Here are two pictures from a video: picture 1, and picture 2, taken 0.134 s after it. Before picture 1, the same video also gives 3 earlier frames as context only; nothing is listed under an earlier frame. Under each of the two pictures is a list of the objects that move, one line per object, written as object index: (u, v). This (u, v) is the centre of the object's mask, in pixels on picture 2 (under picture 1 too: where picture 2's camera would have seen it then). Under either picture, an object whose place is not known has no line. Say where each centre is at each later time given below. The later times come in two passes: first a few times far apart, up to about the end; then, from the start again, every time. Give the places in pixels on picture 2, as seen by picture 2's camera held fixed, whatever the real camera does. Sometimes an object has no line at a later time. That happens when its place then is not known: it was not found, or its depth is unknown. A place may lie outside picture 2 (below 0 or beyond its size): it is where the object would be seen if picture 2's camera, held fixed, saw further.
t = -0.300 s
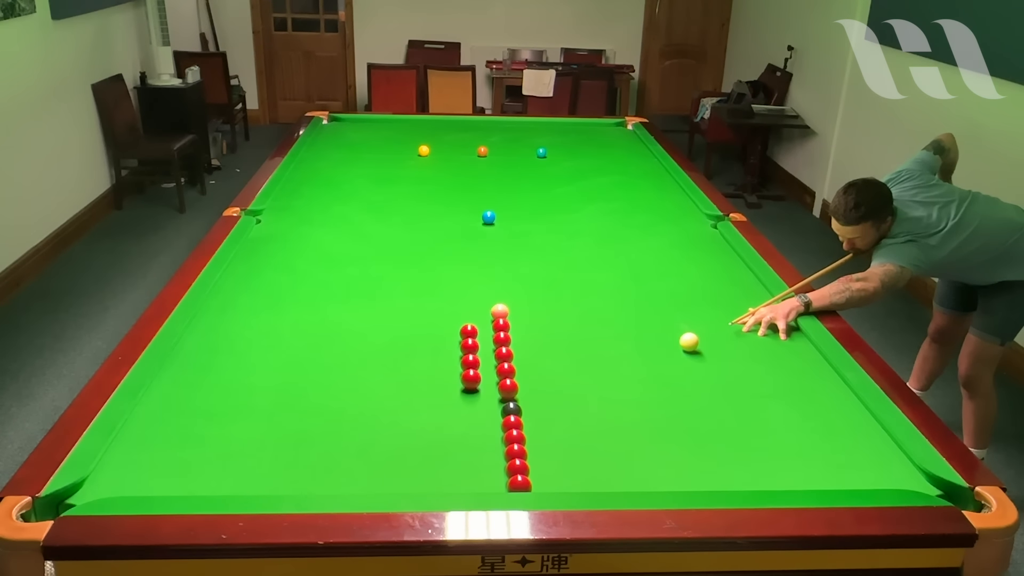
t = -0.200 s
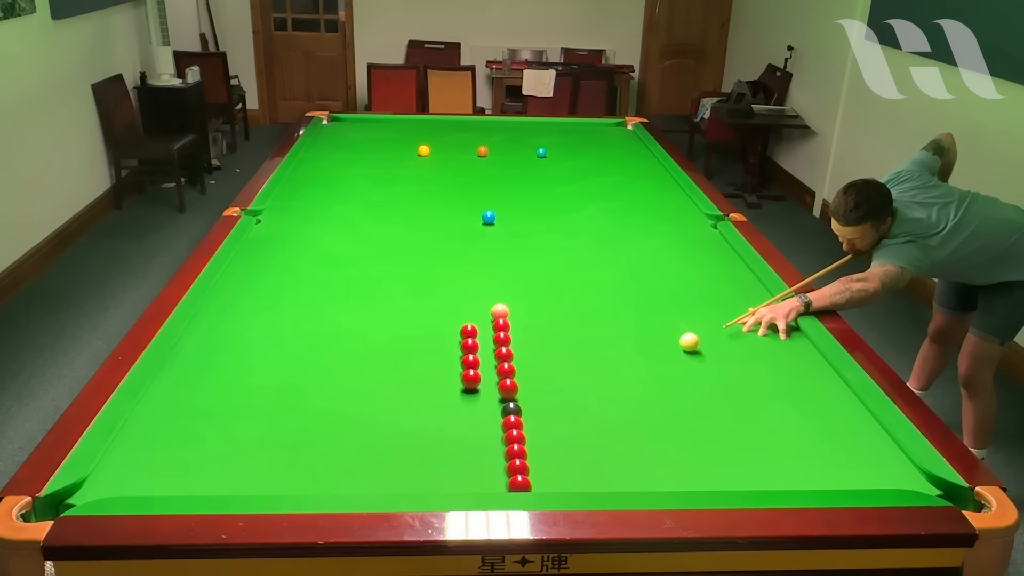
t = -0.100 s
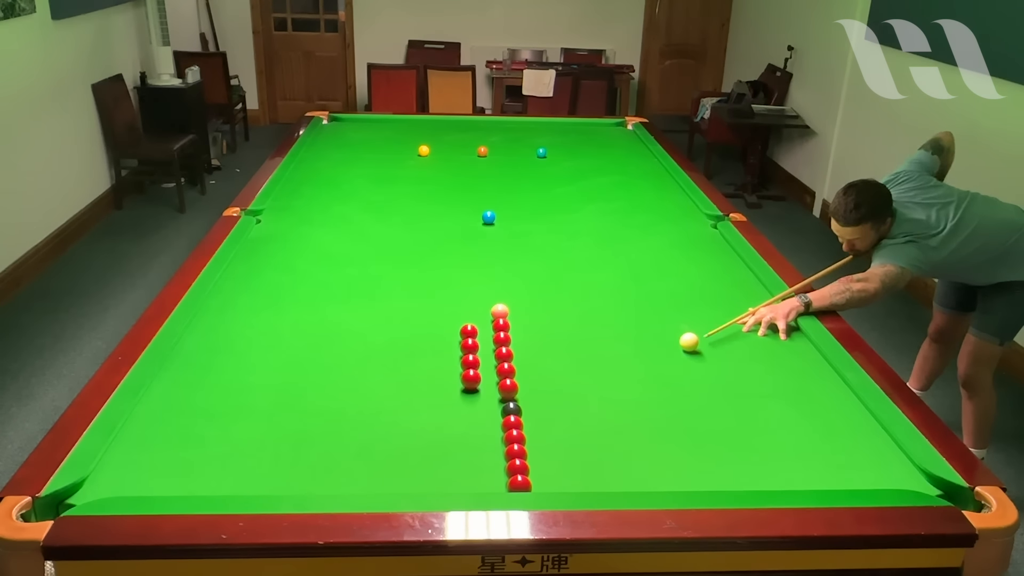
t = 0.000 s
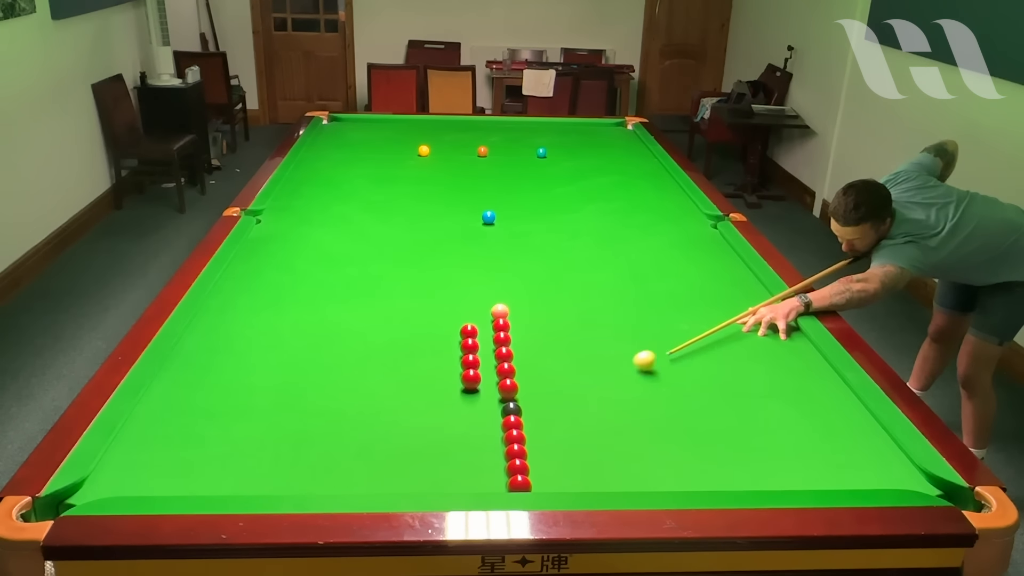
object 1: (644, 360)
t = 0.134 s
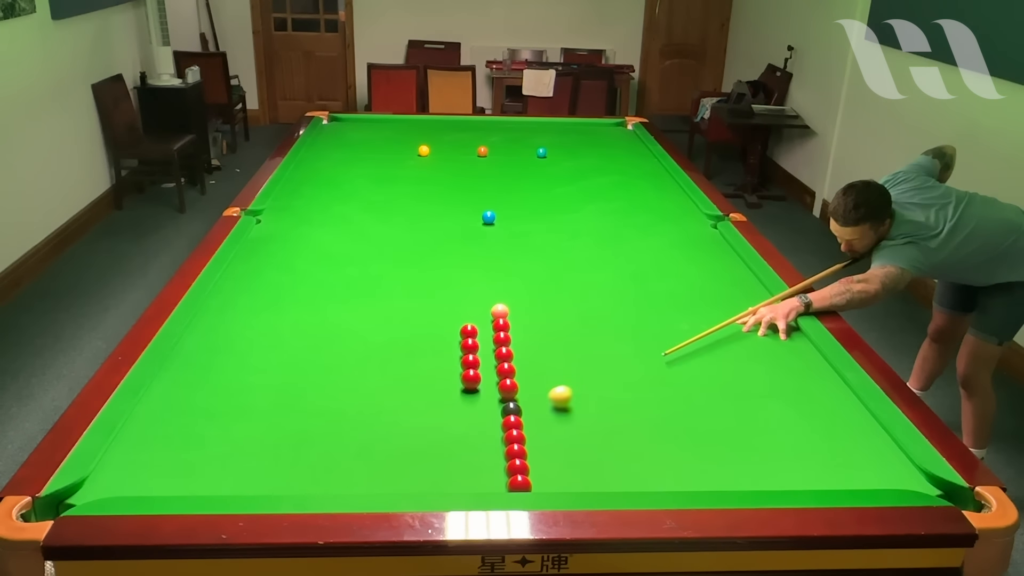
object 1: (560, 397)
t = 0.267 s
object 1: (538, 420)
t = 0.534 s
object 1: (552, 450)
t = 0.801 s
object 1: (568, 480)
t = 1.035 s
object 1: (580, 475)
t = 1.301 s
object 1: (591, 458)
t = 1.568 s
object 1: (601, 443)
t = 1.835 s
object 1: (609, 431)
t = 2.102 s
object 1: (616, 420)
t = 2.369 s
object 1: (622, 410)
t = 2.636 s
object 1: (627, 402)
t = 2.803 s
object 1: (630, 398)
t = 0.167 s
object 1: (539, 406)
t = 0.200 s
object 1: (533, 412)
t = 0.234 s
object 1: (536, 416)
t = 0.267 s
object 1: (538, 420)
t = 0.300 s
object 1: (539, 423)
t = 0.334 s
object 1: (541, 427)
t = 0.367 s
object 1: (543, 431)
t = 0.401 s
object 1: (545, 435)
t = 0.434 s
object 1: (547, 438)
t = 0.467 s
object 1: (549, 442)
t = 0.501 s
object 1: (550, 446)
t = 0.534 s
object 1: (552, 450)
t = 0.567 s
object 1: (554, 454)
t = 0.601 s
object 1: (556, 457)
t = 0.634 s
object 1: (558, 461)
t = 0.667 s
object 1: (560, 465)
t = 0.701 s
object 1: (562, 469)
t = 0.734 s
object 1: (564, 473)
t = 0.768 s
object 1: (566, 477)
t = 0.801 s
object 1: (568, 480)
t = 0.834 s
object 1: (570, 482)
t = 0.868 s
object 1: (572, 484)
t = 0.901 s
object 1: (574, 482)
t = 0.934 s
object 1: (576, 481)
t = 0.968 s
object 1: (577, 479)
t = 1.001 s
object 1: (579, 478)
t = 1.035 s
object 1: (580, 475)
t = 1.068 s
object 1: (581, 473)
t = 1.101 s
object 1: (583, 471)
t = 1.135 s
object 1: (585, 468)
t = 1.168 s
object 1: (586, 466)
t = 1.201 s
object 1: (587, 464)
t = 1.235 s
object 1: (589, 462)
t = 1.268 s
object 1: (590, 460)
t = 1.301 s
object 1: (591, 458)
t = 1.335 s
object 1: (593, 456)
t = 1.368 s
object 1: (594, 454)
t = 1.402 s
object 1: (595, 452)
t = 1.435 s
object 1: (596, 451)
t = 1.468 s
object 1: (597, 449)
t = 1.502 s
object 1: (599, 447)
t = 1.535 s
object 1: (600, 445)
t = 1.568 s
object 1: (601, 443)
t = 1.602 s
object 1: (602, 442)
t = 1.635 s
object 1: (603, 440)
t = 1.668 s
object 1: (604, 438)
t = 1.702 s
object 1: (605, 437)
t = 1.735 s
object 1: (606, 435)
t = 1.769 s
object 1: (607, 434)
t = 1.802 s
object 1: (608, 432)
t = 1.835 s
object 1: (609, 431)
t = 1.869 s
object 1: (610, 429)
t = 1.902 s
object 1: (611, 428)
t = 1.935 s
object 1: (612, 426)
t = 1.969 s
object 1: (613, 425)
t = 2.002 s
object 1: (614, 424)
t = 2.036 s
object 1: (615, 422)
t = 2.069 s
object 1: (615, 421)
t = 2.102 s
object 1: (616, 420)
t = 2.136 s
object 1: (617, 419)
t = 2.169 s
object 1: (618, 417)
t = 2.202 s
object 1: (619, 416)
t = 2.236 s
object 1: (619, 415)
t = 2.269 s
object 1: (620, 414)
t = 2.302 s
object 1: (621, 413)
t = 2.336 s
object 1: (622, 411)
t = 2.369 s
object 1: (622, 410)
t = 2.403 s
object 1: (623, 409)
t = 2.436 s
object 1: (624, 408)
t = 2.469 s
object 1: (624, 407)
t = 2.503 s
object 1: (625, 406)
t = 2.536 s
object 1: (625, 405)
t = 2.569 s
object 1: (626, 404)
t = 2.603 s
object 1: (627, 403)
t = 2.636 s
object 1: (627, 402)
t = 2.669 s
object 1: (628, 402)
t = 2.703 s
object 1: (628, 401)
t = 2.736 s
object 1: (629, 400)
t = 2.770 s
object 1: (629, 399)
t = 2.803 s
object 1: (630, 398)
